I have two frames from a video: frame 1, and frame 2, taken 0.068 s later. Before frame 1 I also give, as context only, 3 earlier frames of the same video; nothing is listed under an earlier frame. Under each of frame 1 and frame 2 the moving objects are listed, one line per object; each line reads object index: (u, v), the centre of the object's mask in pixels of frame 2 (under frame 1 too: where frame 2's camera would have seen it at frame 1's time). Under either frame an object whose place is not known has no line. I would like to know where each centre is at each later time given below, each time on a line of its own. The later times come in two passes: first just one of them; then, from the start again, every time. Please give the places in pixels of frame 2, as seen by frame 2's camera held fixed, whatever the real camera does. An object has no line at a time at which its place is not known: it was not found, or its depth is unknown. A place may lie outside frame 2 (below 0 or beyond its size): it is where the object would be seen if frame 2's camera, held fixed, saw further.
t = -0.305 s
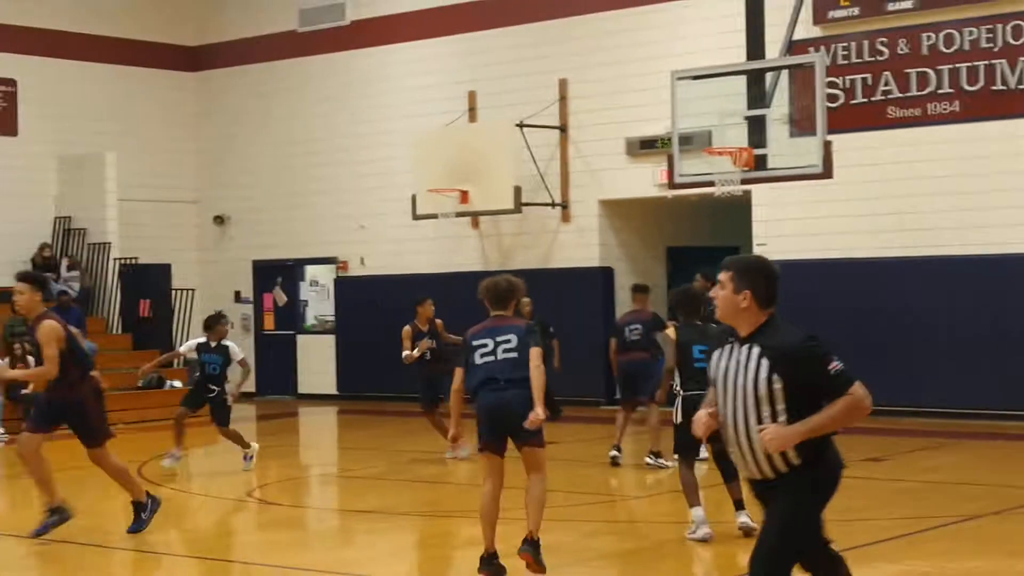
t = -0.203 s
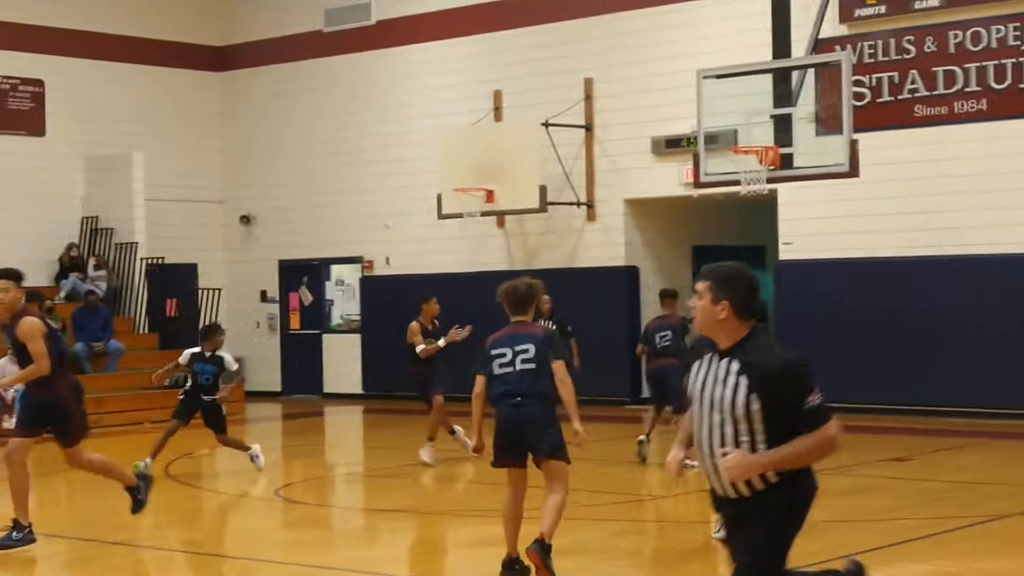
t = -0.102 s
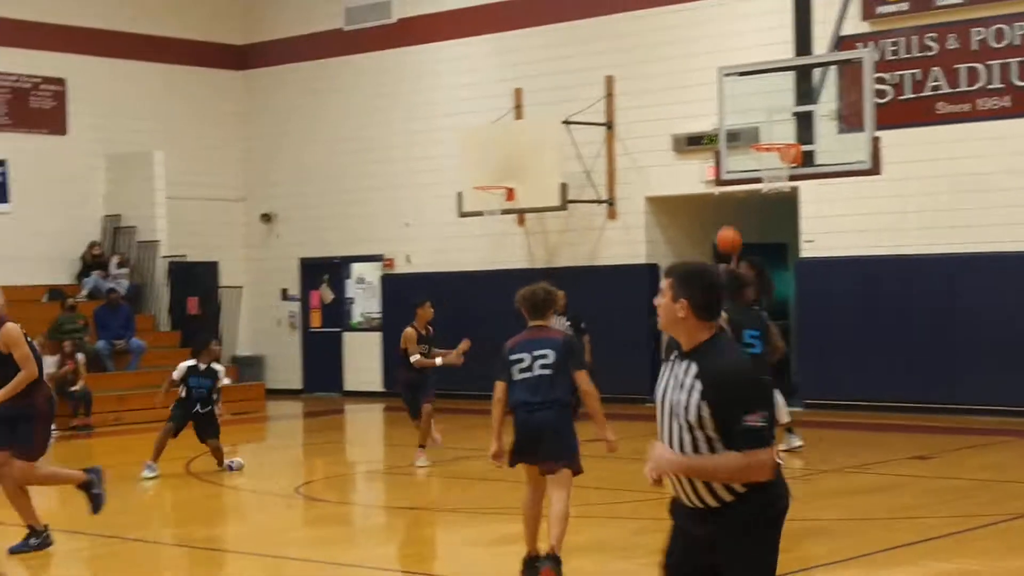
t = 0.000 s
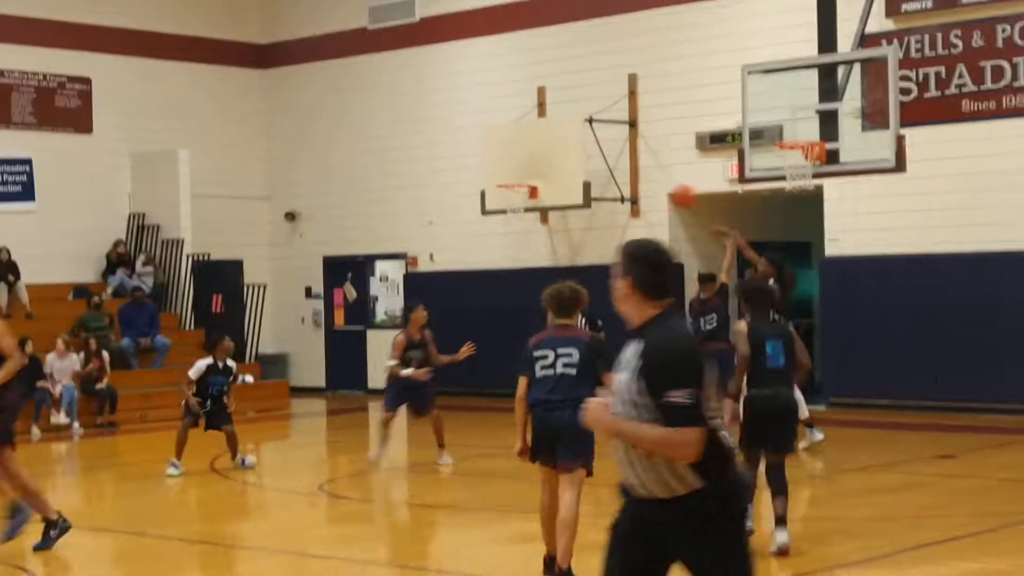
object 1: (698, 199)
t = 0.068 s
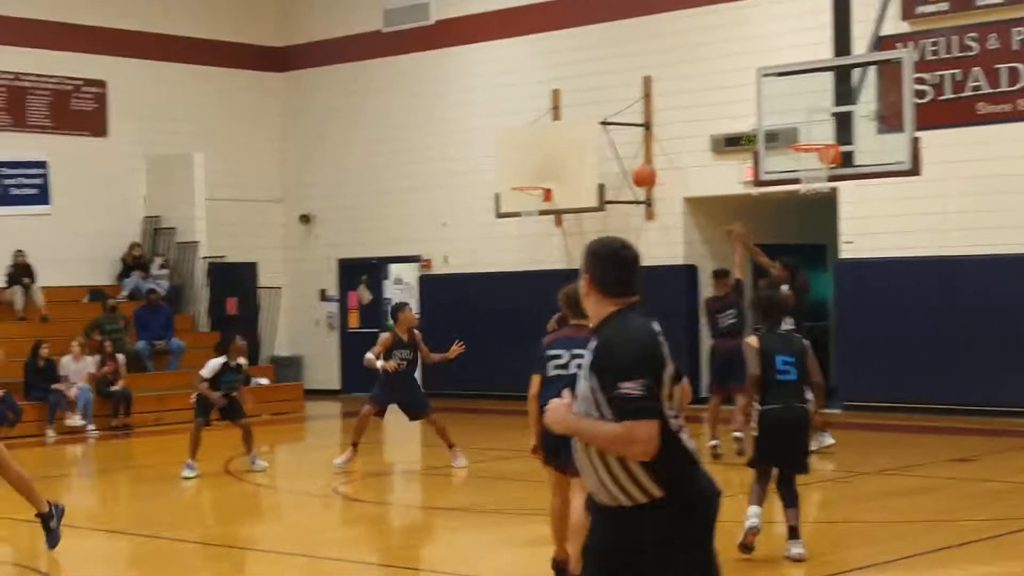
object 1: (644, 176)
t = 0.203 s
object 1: (535, 144)
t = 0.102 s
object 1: (617, 167)
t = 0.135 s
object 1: (590, 158)
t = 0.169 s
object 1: (563, 151)
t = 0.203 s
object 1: (535, 144)
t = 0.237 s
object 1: (508, 139)
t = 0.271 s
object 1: (480, 134)
